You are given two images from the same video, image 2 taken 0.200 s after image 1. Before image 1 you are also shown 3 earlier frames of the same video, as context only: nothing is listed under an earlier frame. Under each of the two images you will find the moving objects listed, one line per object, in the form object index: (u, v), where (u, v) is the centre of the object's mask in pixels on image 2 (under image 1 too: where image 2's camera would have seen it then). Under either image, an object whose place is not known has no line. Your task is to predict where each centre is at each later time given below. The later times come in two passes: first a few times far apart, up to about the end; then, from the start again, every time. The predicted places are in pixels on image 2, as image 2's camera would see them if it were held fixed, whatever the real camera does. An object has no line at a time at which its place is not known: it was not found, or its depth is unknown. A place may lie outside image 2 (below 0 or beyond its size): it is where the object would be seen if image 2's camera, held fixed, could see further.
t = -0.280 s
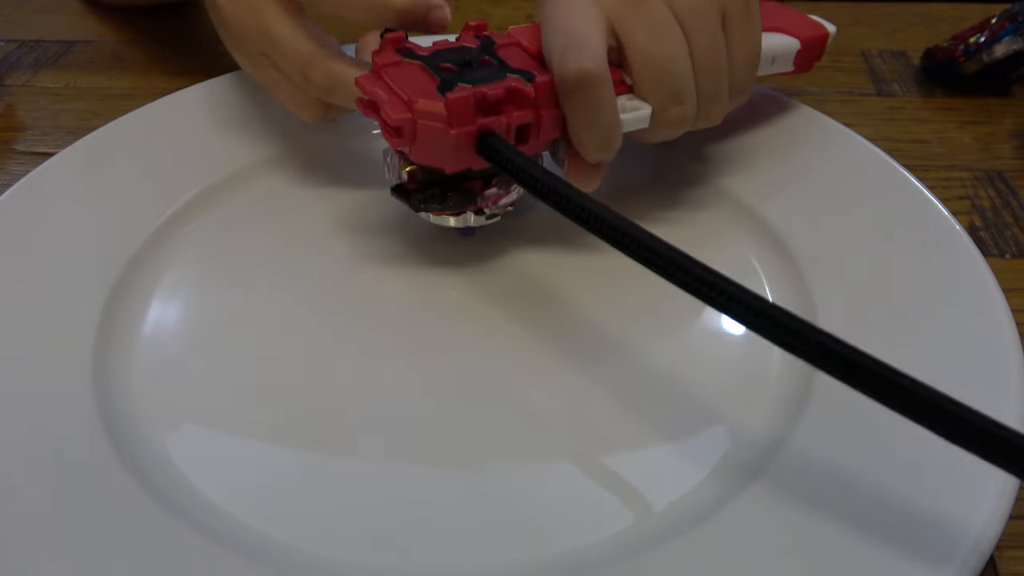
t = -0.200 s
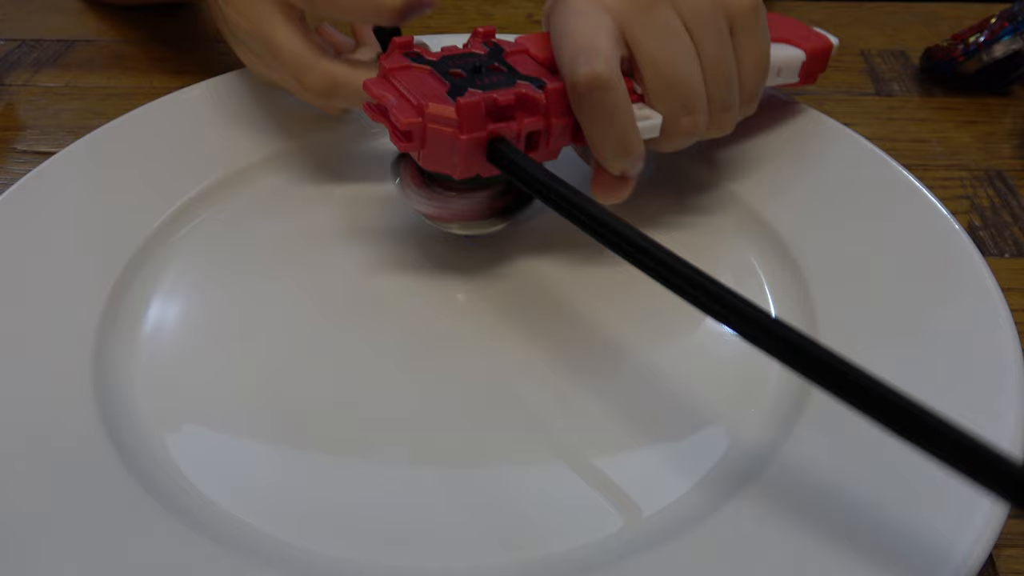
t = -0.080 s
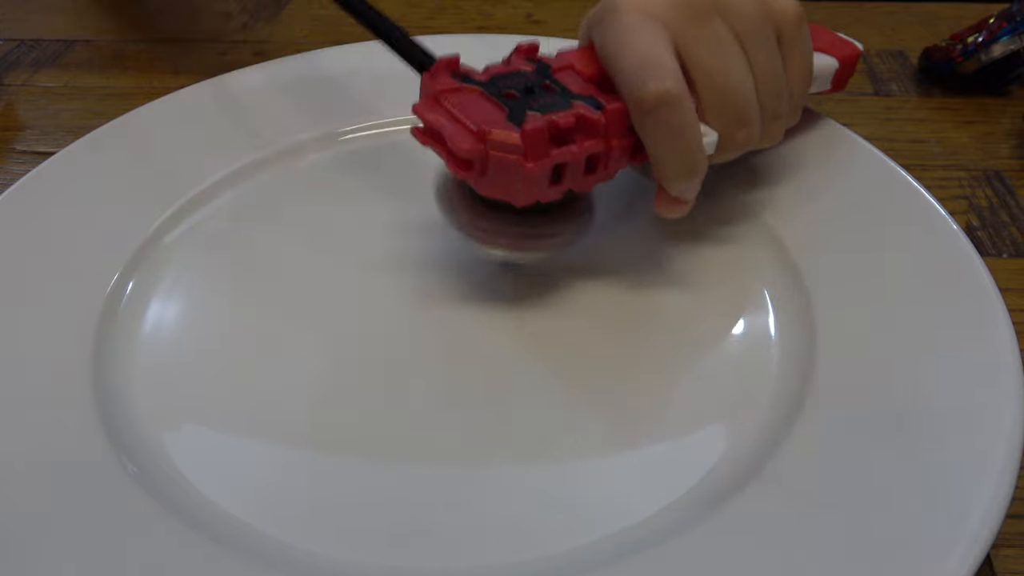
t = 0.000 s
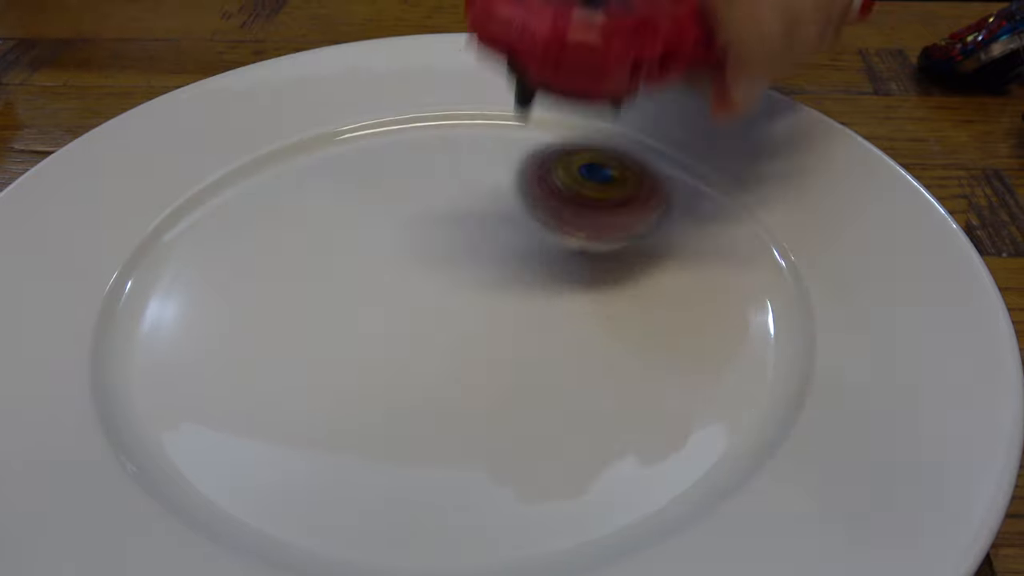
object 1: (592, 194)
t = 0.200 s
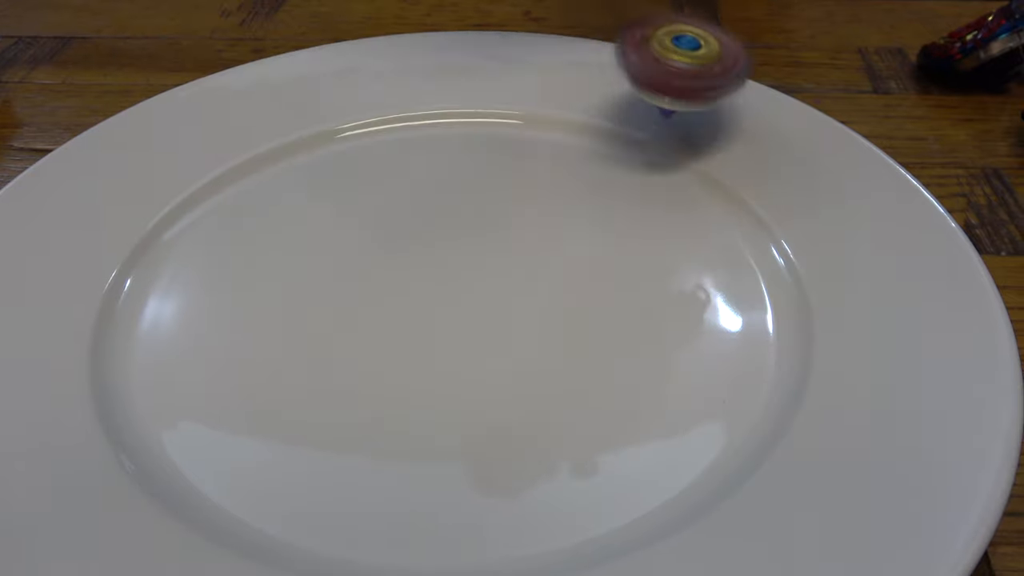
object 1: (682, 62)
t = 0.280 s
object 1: (650, 48)
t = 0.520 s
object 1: (435, 28)
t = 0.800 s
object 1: (138, 240)
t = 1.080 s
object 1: (541, 494)
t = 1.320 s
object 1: (737, 172)
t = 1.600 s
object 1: (252, 123)
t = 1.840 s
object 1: (224, 467)
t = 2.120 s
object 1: (776, 223)
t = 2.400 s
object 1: (362, 84)
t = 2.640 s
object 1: (113, 353)
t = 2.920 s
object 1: (708, 416)
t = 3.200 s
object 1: (688, 127)
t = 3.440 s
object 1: (326, 98)
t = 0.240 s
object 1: (668, 60)
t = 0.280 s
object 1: (650, 48)
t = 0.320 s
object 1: (626, 42)
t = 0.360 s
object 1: (597, 37)
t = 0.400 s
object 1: (563, 34)
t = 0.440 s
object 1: (524, 31)
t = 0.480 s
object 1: (481, 29)
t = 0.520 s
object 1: (435, 28)
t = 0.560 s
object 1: (378, 29)
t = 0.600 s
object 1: (319, 34)
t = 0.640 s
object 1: (262, 49)
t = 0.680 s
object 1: (212, 81)
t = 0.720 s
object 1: (171, 123)
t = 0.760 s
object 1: (148, 175)
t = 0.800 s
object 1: (138, 240)
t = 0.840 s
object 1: (135, 304)
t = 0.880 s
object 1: (131, 373)
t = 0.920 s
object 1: (140, 433)
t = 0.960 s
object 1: (200, 474)
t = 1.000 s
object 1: (303, 490)
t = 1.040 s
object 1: (421, 498)
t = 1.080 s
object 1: (541, 494)
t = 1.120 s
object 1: (662, 466)
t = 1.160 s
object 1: (743, 405)
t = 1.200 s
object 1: (788, 346)
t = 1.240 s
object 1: (790, 284)
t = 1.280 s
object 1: (773, 231)
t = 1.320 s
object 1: (737, 172)
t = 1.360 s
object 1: (684, 130)
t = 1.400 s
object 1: (616, 102)
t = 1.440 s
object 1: (539, 86)
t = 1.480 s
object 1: (465, 83)
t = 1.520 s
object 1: (393, 82)
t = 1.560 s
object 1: (320, 97)
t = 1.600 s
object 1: (252, 123)
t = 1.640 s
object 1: (188, 160)
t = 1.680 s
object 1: (134, 207)
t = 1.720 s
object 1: (96, 265)
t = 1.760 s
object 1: (91, 336)
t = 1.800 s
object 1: (126, 406)
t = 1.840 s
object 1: (224, 467)
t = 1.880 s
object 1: (349, 500)
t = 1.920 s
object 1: (497, 499)
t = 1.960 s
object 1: (622, 469)
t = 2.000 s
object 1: (717, 413)
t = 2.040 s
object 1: (769, 349)
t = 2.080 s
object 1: (787, 282)
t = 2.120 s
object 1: (776, 223)
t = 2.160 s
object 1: (743, 174)
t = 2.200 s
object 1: (697, 136)
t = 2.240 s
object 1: (641, 107)
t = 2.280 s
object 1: (576, 89)
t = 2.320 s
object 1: (507, 80)
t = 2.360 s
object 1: (434, 78)
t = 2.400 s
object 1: (362, 84)
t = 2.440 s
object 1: (291, 101)
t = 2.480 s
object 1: (229, 132)
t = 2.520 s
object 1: (170, 176)
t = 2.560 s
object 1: (127, 226)
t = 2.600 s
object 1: (104, 285)
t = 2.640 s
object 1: (113, 353)
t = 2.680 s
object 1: (164, 415)
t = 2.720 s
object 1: (242, 465)
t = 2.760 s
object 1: (342, 495)
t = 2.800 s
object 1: (456, 498)
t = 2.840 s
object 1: (560, 485)
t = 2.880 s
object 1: (644, 456)
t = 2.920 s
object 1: (708, 416)
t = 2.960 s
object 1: (756, 378)
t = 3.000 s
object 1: (781, 332)
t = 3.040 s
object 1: (789, 282)
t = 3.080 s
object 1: (782, 237)
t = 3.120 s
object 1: (760, 193)
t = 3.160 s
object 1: (728, 156)
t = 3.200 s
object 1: (688, 127)
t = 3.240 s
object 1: (636, 105)
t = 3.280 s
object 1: (576, 91)
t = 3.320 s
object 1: (515, 81)
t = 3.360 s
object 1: (452, 80)
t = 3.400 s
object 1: (391, 85)
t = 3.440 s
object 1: (326, 98)
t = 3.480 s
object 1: (267, 121)
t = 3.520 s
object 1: (214, 148)
